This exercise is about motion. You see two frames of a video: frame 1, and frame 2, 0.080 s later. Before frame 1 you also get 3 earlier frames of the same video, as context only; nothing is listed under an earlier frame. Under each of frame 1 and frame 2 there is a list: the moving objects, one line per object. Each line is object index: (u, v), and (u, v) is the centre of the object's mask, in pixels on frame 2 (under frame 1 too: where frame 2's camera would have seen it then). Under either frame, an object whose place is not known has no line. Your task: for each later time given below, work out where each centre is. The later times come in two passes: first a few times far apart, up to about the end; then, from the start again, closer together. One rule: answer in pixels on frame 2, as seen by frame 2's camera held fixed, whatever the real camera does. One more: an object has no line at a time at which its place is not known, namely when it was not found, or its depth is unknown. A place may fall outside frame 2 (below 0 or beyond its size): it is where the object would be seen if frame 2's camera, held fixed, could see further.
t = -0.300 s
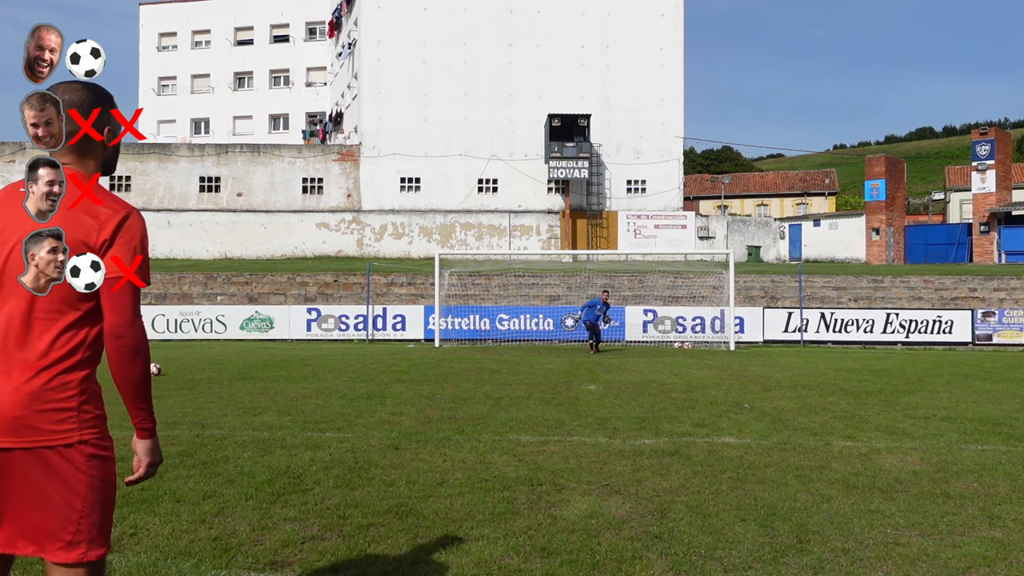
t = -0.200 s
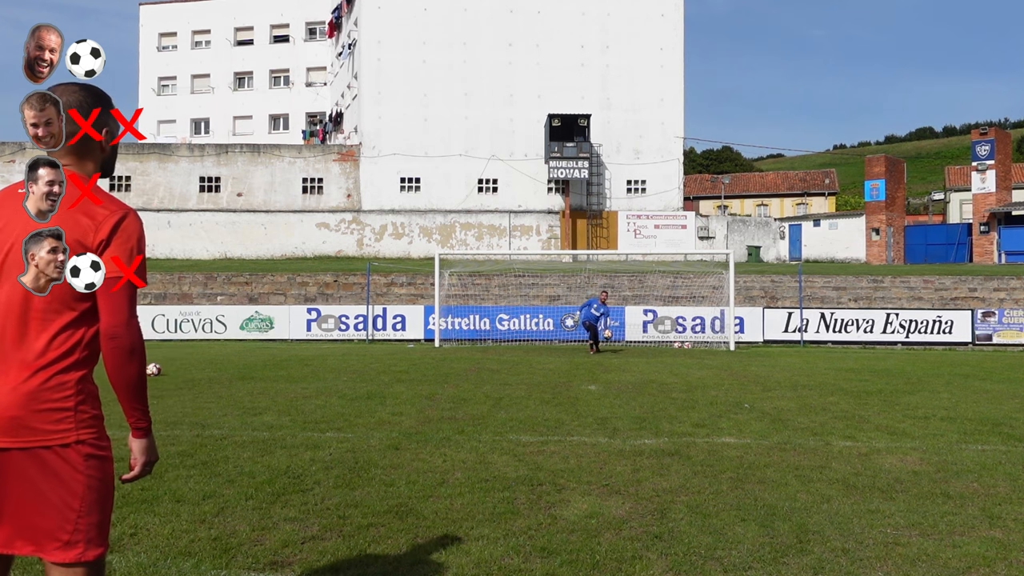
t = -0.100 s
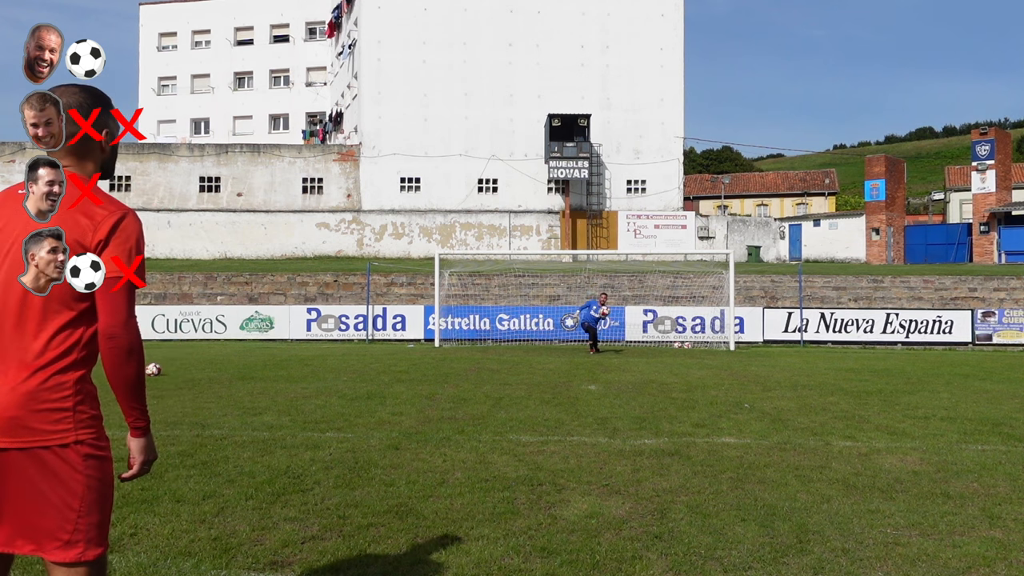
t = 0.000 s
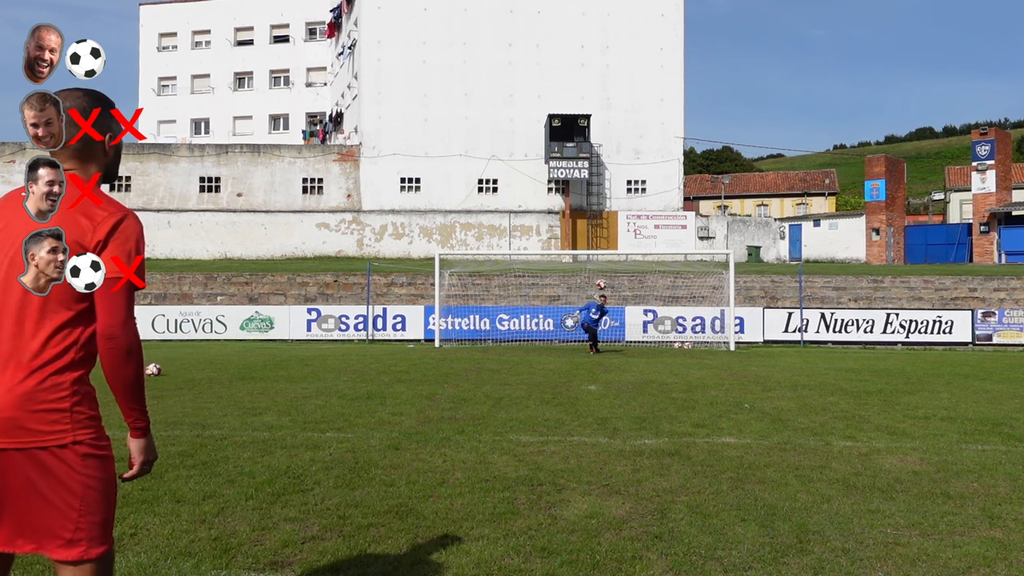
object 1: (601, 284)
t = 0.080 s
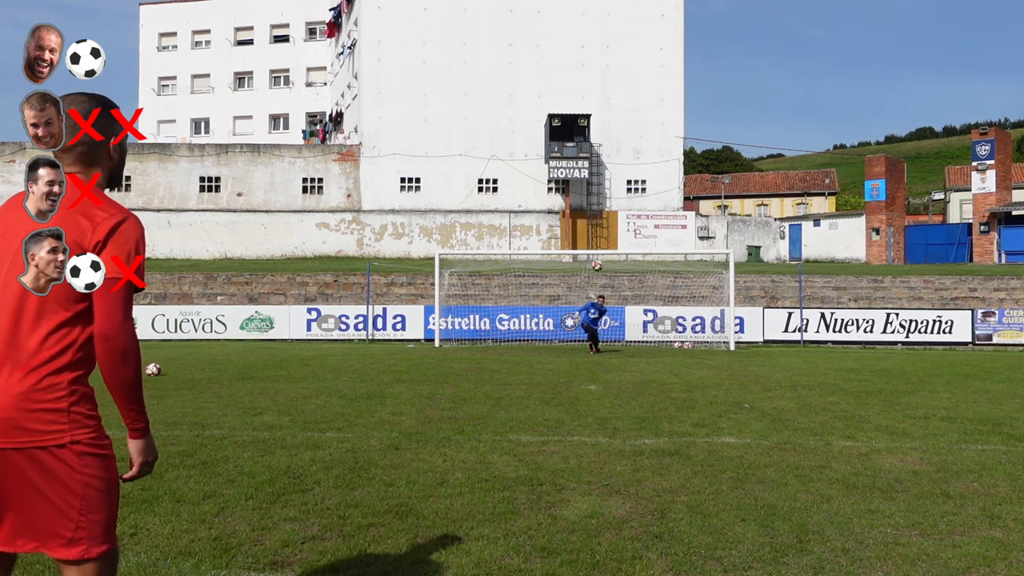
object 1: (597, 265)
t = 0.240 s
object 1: (588, 235)
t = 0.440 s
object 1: (575, 212)
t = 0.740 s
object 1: (550, 234)
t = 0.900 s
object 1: (530, 285)
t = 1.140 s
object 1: (494, 394)
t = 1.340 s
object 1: (477, 288)
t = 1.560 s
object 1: (449, 205)
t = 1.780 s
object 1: (407, 182)
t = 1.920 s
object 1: (367, 219)
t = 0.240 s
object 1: (588, 235)
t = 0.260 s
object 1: (587, 231)
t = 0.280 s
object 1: (586, 228)
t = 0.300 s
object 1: (584, 226)
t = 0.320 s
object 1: (583, 224)
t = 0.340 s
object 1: (582, 221)
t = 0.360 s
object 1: (581, 219)
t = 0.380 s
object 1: (580, 217)
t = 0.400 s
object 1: (578, 215)
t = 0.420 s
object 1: (576, 214)
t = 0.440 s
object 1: (575, 212)
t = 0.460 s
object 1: (574, 212)
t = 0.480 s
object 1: (572, 211)
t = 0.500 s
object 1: (571, 211)
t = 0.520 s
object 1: (569, 211)
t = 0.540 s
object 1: (568, 212)
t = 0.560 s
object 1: (567, 212)
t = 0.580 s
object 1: (565, 213)
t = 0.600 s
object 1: (563, 214)
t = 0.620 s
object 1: (562, 216)
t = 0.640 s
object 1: (559, 218)
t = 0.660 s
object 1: (557, 220)
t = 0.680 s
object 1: (556, 223)
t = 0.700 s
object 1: (554, 226)
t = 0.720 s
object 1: (552, 230)
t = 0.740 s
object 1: (550, 234)
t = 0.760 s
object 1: (548, 238)
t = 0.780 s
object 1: (545, 243)
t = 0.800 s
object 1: (543, 249)
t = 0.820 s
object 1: (541, 255)
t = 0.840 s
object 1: (539, 261)
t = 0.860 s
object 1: (536, 268)
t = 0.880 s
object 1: (533, 277)
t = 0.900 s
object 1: (530, 285)
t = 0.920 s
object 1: (528, 295)
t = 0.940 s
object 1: (525, 304)
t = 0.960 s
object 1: (522, 315)
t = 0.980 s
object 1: (519, 326)
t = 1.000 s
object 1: (516, 339)
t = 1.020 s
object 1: (512, 352)
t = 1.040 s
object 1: (509, 367)
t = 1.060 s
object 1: (505, 382)
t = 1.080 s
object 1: (501, 398)
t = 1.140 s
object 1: (494, 394)
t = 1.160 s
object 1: (493, 382)
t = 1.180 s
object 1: (492, 371)
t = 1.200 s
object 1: (490, 360)
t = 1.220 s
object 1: (488, 349)
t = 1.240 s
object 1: (487, 338)
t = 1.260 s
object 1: (485, 328)
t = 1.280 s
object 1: (483, 317)
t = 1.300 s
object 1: (481, 307)
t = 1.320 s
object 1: (479, 298)
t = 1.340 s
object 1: (477, 288)
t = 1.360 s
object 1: (474, 279)
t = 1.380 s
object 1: (473, 270)
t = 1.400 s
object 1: (471, 262)
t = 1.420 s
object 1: (468, 253)
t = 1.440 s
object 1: (465, 245)
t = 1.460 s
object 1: (463, 238)
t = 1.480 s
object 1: (461, 231)
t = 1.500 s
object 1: (458, 224)
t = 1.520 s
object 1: (456, 217)
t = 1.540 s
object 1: (452, 211)
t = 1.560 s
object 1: (449, 205)
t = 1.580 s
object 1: (446, 200)
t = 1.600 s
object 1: (443, 196)
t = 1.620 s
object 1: (440, 192)
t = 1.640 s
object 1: (436, 188)
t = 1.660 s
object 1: (432, 185)
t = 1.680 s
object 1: (429, 183)
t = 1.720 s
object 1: (421, 181)
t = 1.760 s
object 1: (412, 181)
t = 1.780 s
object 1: (407, 182)
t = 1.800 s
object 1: (402, 184)
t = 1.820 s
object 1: (397, 187)
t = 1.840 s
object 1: (392, 192)
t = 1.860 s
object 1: (386, 197)
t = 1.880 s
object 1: (380, 203)
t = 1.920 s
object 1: (367, 219)
